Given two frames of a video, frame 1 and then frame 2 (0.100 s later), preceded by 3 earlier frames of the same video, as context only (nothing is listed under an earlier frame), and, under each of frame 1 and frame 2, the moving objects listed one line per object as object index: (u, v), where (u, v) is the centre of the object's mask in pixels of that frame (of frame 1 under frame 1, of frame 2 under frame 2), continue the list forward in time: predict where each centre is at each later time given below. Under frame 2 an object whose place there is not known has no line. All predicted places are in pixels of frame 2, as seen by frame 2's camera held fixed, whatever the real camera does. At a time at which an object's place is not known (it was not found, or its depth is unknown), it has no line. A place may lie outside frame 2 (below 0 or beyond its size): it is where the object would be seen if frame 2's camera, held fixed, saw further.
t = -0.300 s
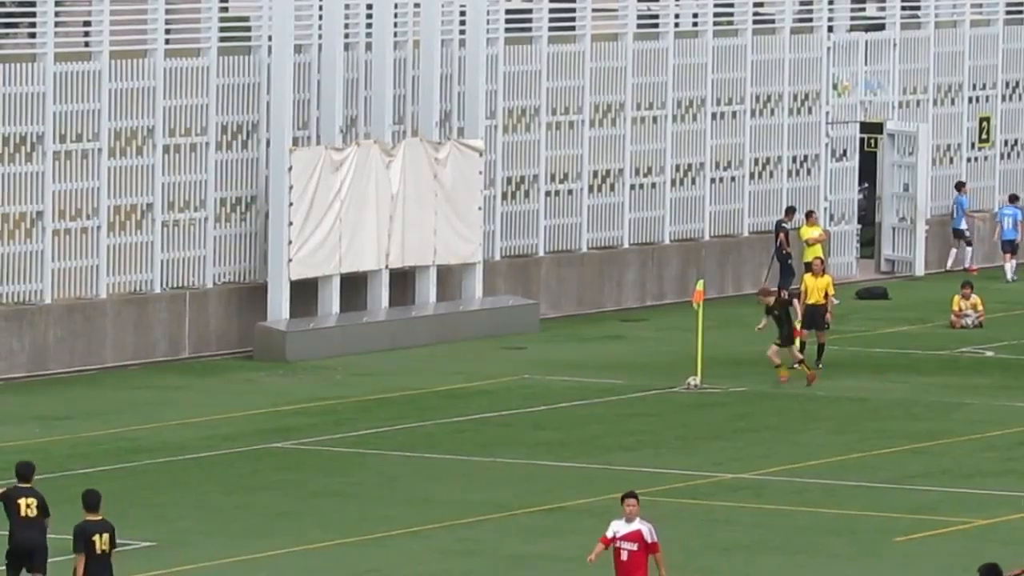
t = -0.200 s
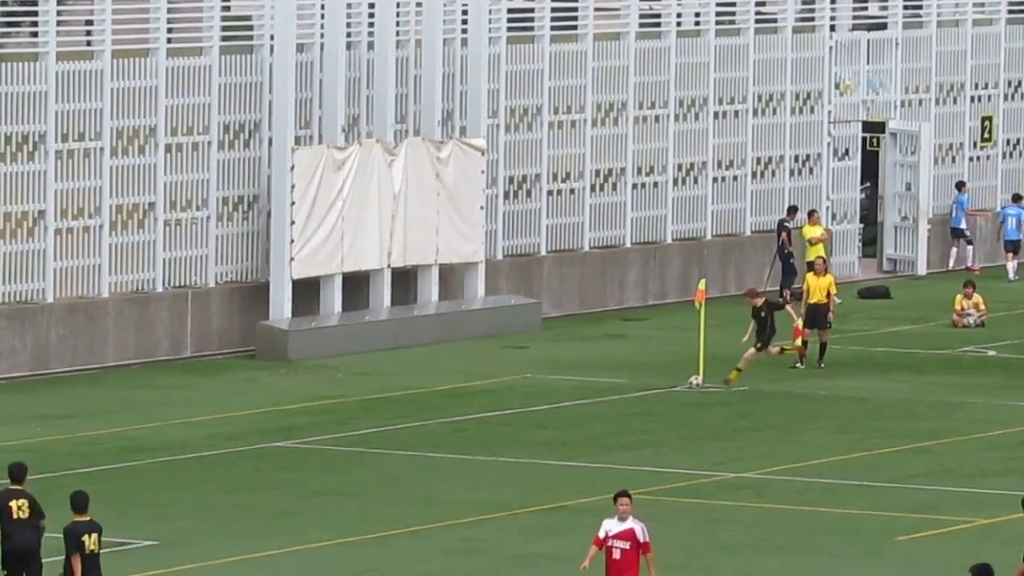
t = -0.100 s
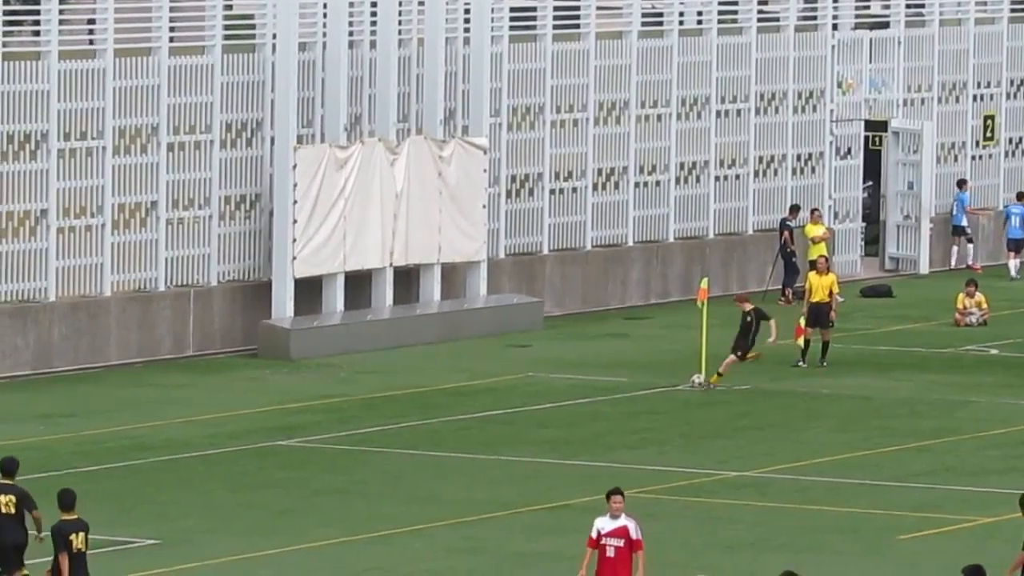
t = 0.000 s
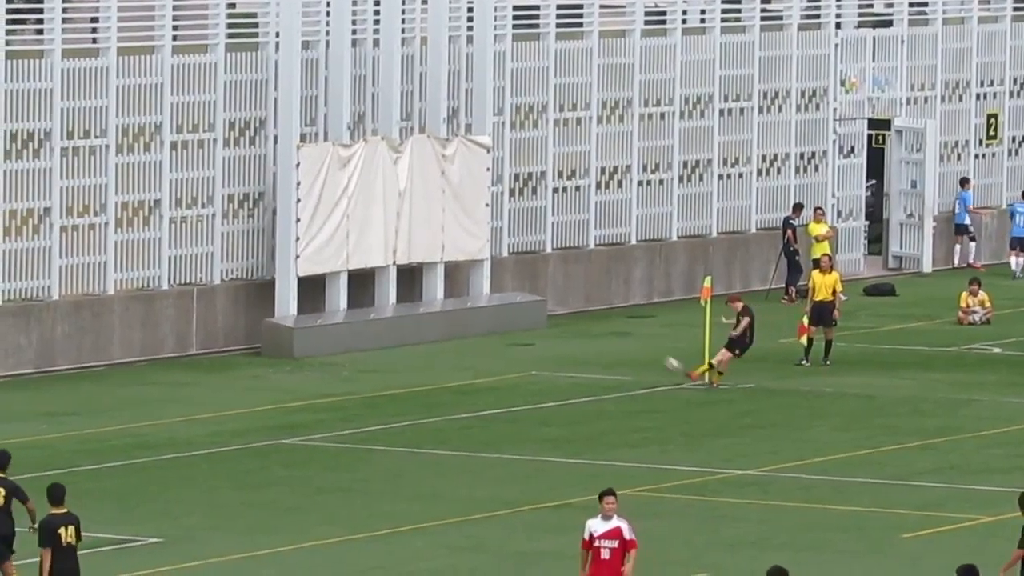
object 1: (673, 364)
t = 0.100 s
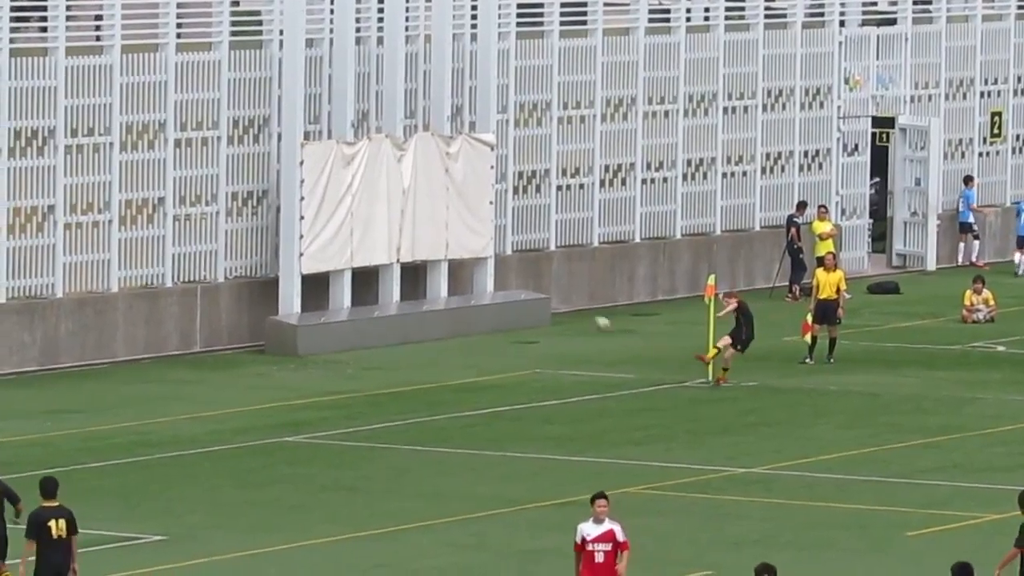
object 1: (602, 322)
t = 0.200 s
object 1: (531, 289)
